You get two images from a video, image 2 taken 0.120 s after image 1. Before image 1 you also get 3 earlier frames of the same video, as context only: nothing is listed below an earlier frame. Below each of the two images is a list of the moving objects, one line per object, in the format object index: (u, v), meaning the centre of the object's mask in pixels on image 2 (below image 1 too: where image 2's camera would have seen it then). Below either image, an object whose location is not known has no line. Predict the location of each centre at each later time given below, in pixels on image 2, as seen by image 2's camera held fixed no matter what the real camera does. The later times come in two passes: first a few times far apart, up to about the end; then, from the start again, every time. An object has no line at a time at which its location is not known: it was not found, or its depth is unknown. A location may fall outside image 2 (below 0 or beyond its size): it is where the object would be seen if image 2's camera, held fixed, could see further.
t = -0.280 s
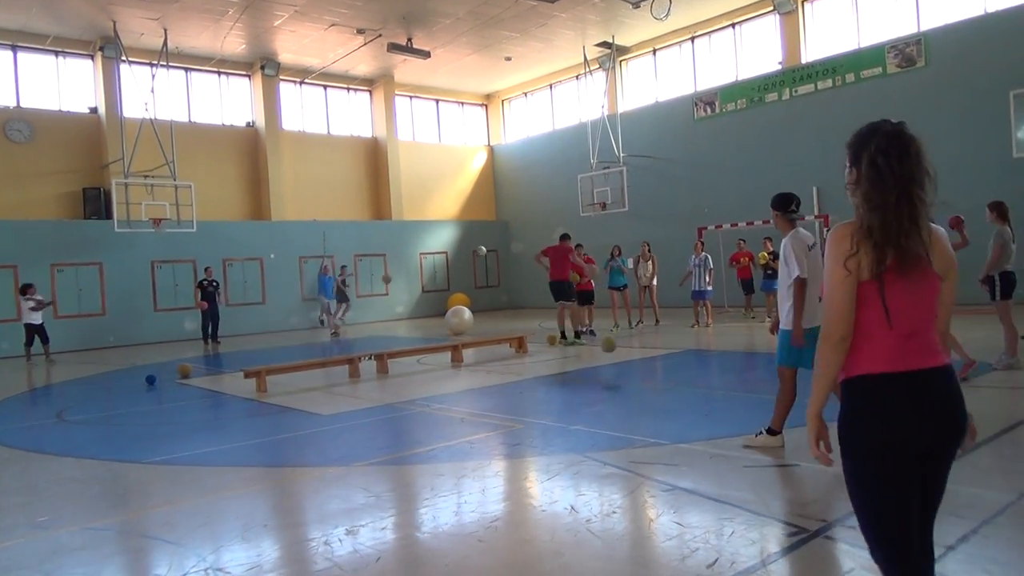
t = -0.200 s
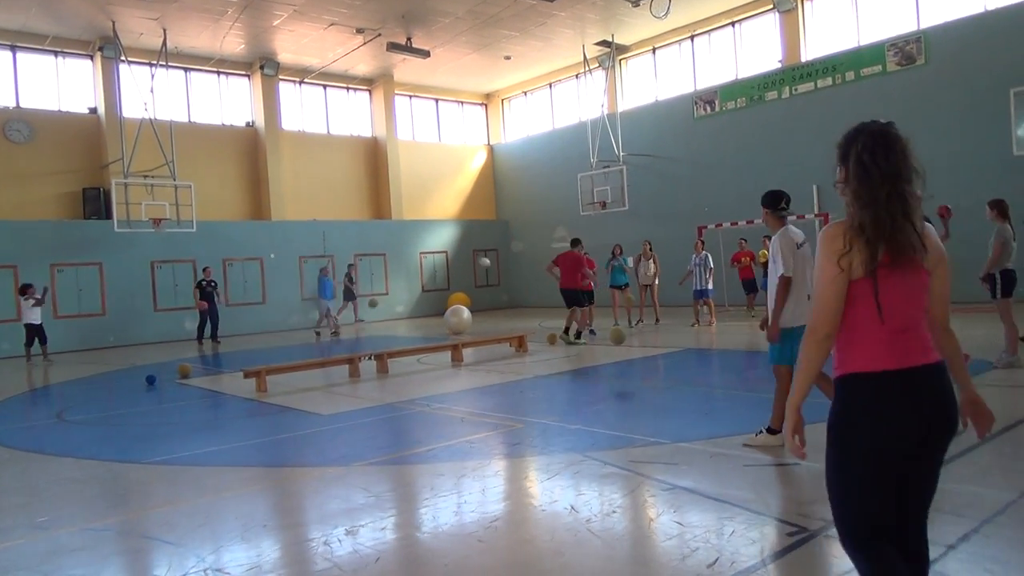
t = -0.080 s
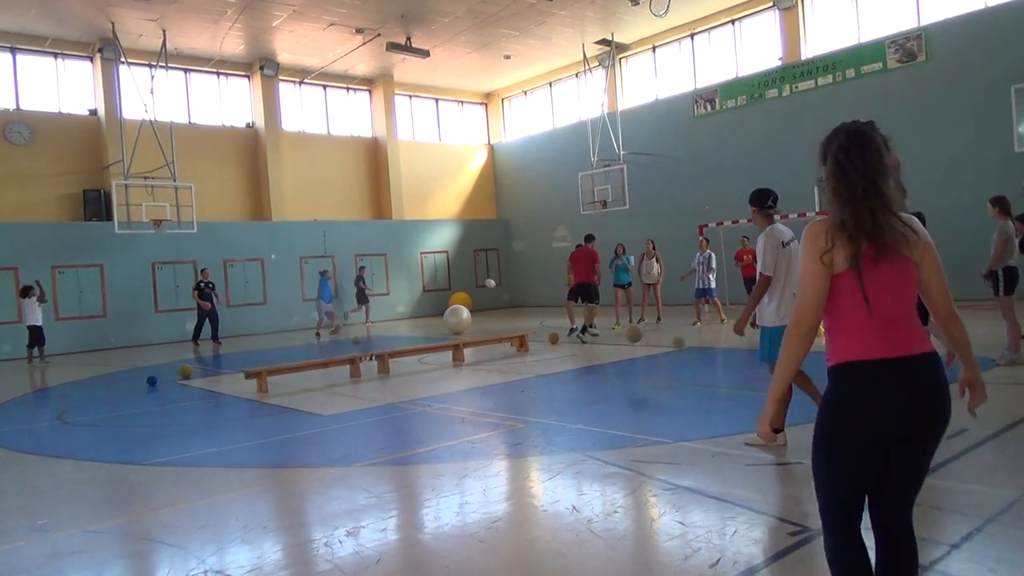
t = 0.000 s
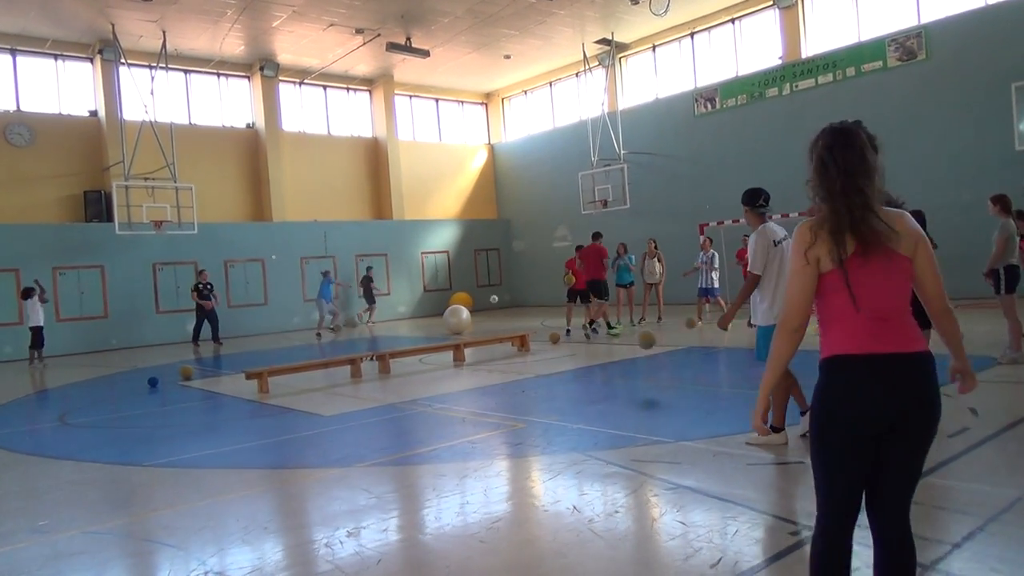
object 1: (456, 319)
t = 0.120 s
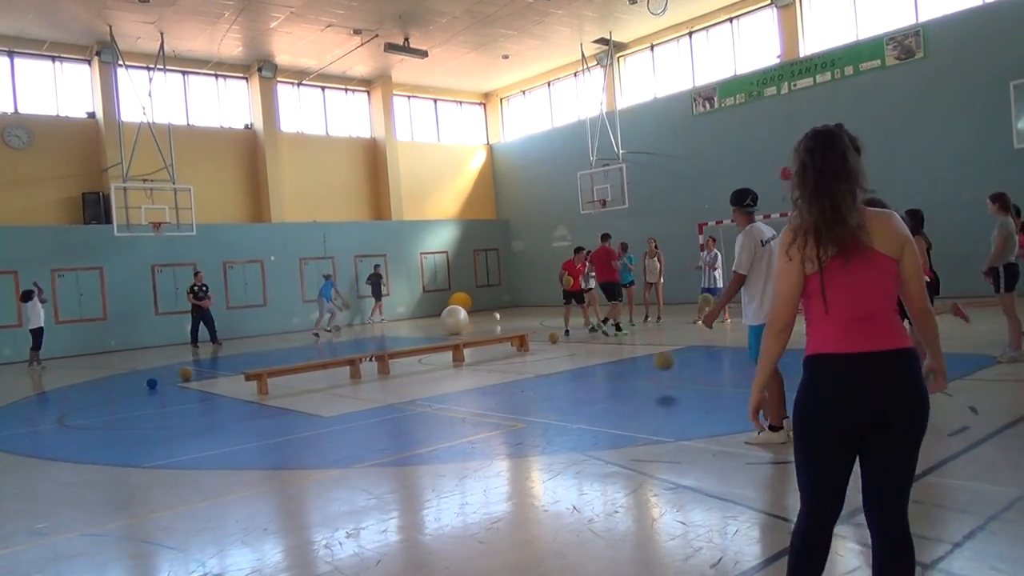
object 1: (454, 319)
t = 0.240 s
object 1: (453, 319)
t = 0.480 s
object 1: (449, 320)
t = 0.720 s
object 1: (446, 320)
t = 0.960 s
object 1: (442, 321)
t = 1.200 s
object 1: (437, 322)
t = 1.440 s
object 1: (432, 323)
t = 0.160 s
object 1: (454, 319)
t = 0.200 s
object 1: (453, 319)
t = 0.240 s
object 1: (453, 319)
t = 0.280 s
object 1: (452, 320)
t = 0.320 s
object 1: (452, 320)
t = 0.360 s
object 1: (451, 320)
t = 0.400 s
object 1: (450, 320)
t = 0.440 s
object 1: (450, 320)
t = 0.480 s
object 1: (449, 320)
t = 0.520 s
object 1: (449, 320)
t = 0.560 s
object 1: (448, 320)
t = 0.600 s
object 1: (448, 320)
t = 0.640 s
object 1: (447, 320)
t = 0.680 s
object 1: (447, 320)
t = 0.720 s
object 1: (446, 320)
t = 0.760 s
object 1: (445, 320)
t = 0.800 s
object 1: (445, 321)
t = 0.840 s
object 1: (444, 321)
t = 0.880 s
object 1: (444, 321)
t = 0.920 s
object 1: (443, 321)
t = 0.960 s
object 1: (442, 321)
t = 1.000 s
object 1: (441, 321)
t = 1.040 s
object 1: (441, 321)
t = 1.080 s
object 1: (440, 322)
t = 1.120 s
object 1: (439, 322)
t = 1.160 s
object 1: (439, 322)
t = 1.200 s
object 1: (437, 322)
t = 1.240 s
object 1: (437, 322)
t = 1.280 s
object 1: (436, 323)
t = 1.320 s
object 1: (435, 323)
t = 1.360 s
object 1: (434, 323)
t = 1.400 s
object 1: (433, 323)
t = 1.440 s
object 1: (432, 323)
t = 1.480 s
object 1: (431, 324)
